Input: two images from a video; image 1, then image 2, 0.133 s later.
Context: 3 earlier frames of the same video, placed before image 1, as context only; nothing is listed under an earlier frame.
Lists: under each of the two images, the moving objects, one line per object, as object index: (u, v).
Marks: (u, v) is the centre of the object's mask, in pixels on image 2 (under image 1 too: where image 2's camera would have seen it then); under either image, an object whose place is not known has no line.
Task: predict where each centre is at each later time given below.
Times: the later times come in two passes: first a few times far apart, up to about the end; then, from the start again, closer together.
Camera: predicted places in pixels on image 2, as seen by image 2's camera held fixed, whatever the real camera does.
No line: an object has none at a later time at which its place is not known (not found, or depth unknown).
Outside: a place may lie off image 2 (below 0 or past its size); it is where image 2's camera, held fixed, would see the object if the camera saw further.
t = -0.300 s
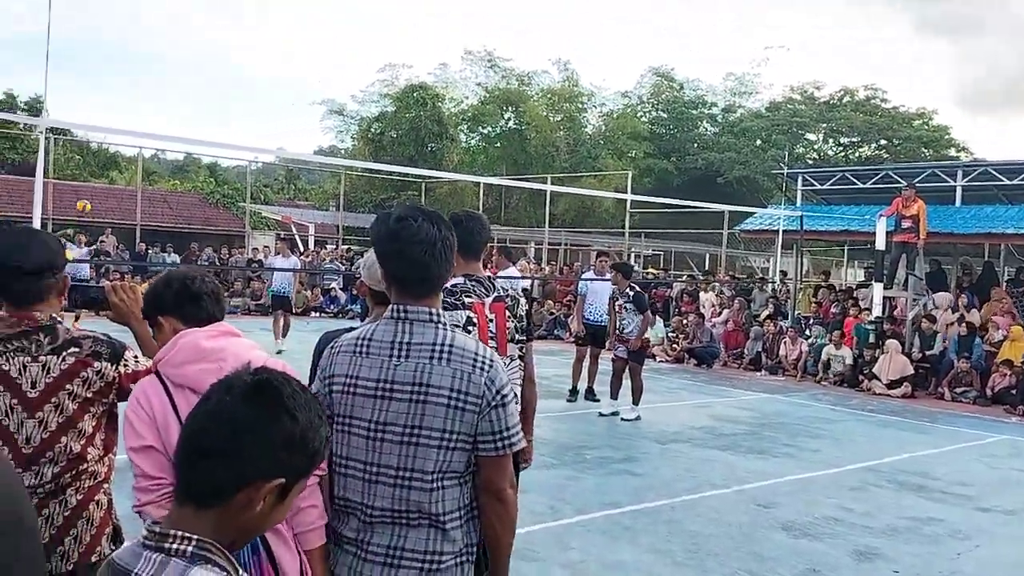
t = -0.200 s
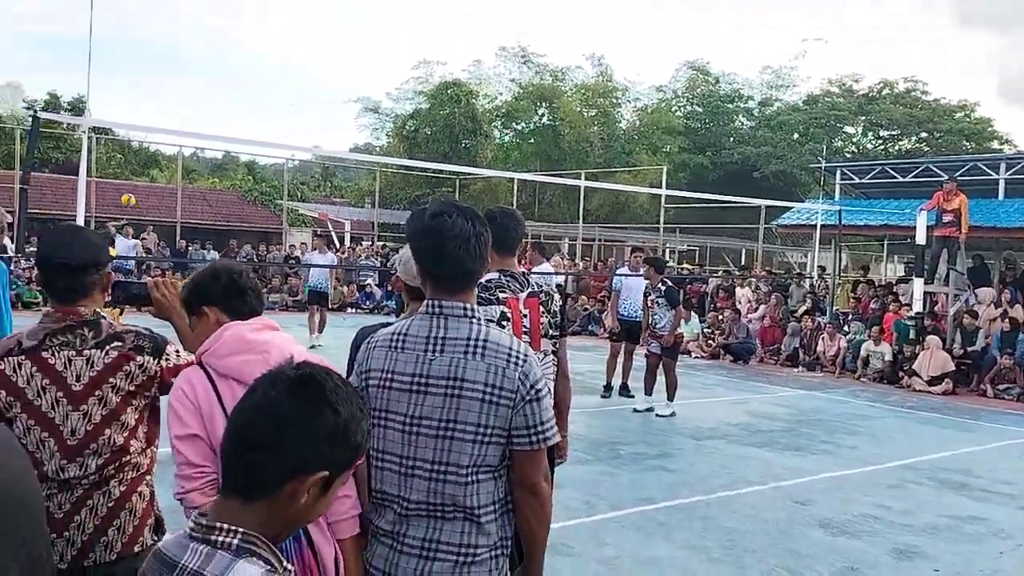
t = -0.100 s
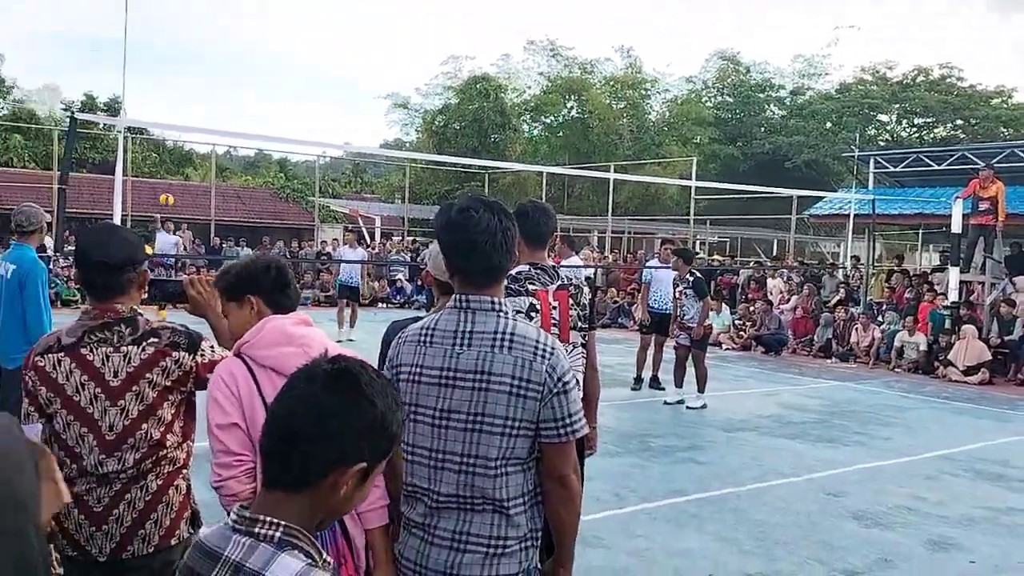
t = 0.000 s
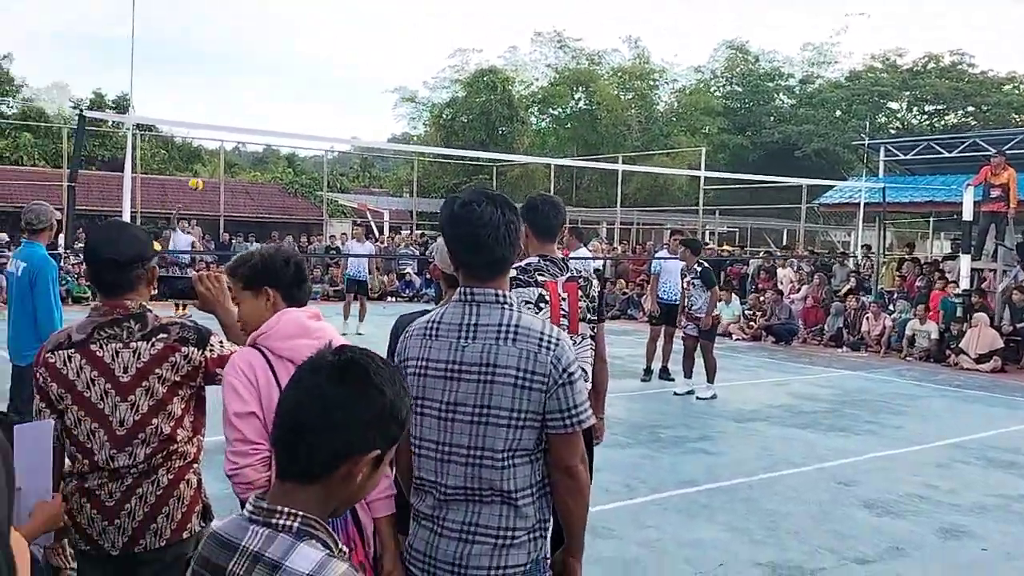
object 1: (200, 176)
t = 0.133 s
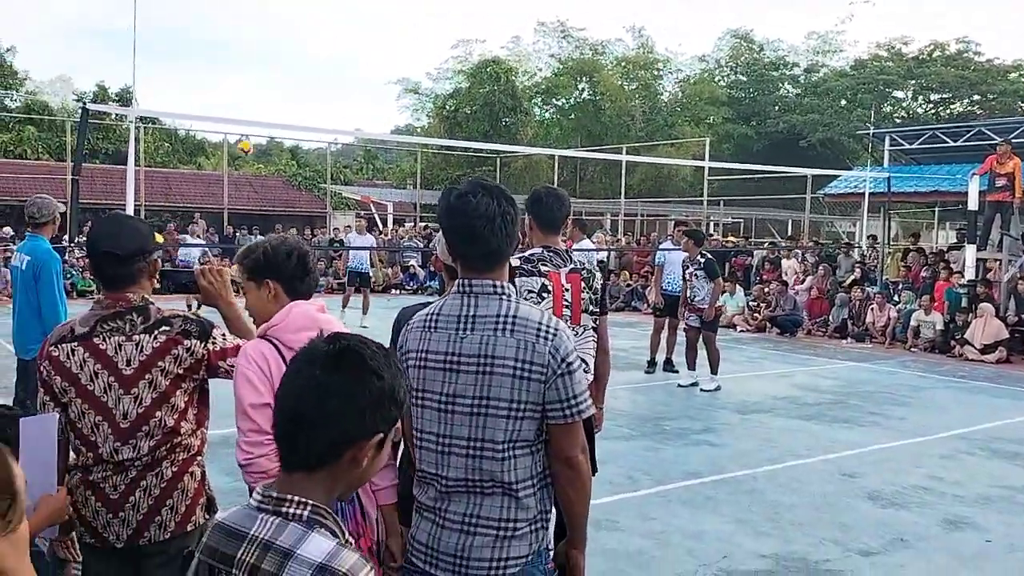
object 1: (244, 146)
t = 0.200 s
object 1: (270, 135)
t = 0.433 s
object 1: (375, 107)
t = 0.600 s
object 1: (481, 110)
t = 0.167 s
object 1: (258, 142)
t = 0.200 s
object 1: (270, 135)
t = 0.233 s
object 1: (283, 133)
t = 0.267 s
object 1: (297, 124)
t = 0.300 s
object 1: (310, 121)
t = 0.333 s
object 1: (325, 117)
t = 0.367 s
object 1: (340, 113)
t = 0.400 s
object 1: (357, 110)
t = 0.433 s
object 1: (375, 107)
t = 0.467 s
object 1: (394, 105)
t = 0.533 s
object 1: (435, 105)
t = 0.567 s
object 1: (457, 107)
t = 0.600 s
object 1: (481, 110)
